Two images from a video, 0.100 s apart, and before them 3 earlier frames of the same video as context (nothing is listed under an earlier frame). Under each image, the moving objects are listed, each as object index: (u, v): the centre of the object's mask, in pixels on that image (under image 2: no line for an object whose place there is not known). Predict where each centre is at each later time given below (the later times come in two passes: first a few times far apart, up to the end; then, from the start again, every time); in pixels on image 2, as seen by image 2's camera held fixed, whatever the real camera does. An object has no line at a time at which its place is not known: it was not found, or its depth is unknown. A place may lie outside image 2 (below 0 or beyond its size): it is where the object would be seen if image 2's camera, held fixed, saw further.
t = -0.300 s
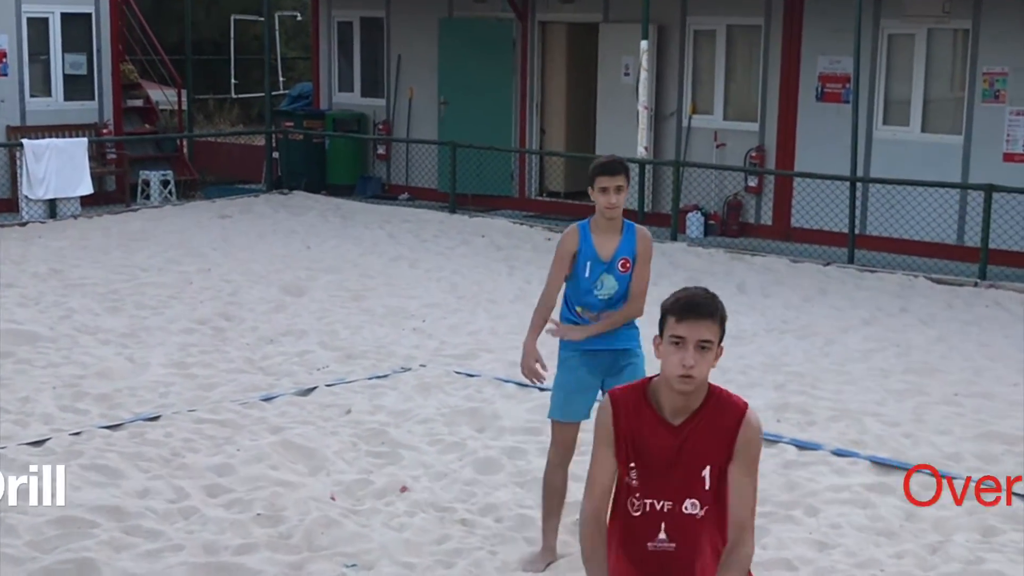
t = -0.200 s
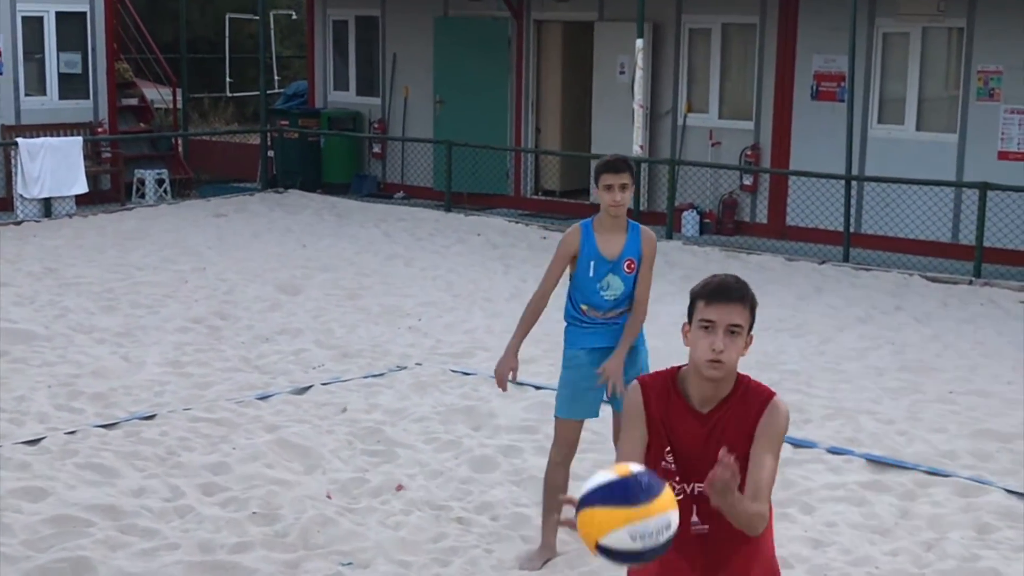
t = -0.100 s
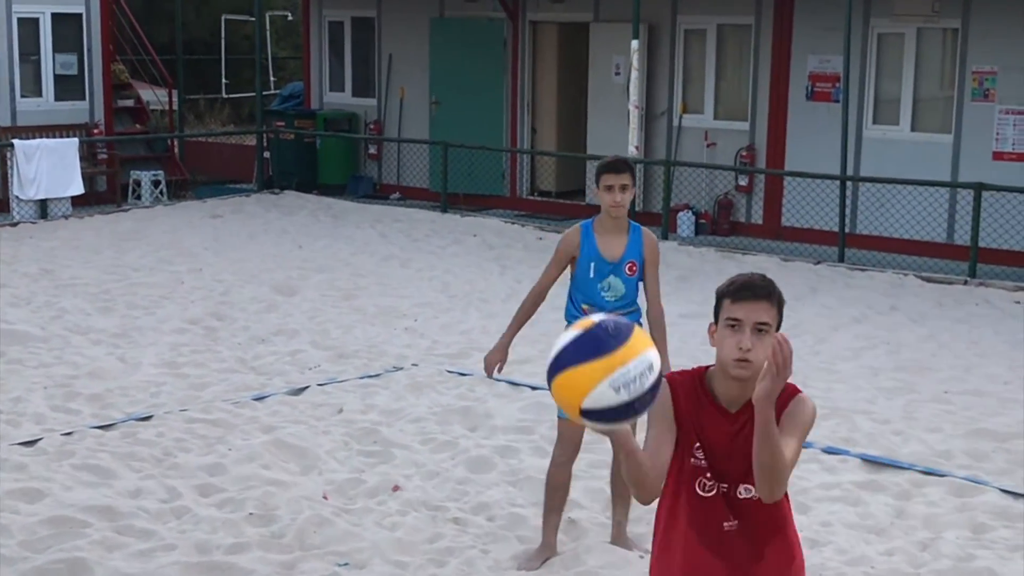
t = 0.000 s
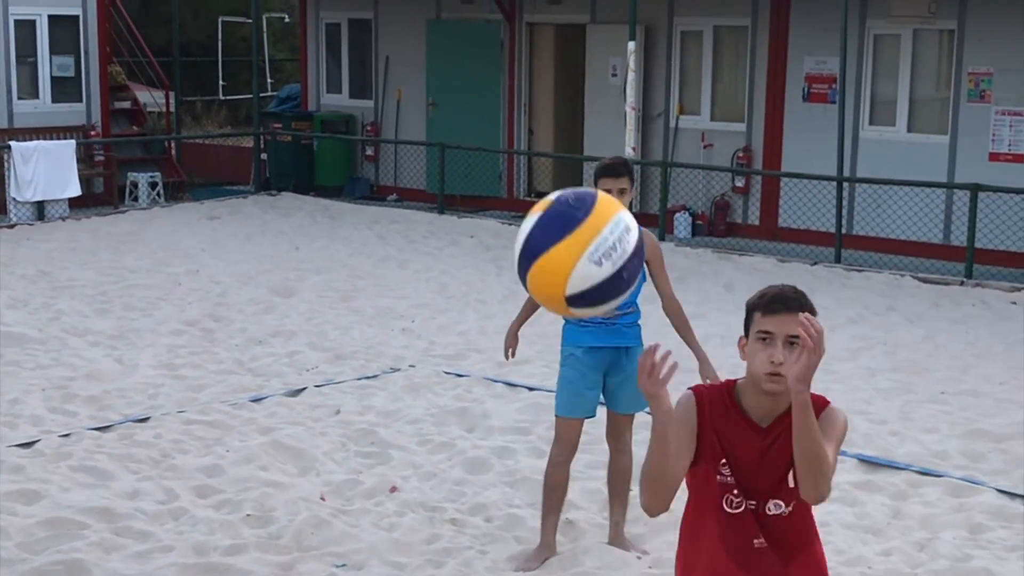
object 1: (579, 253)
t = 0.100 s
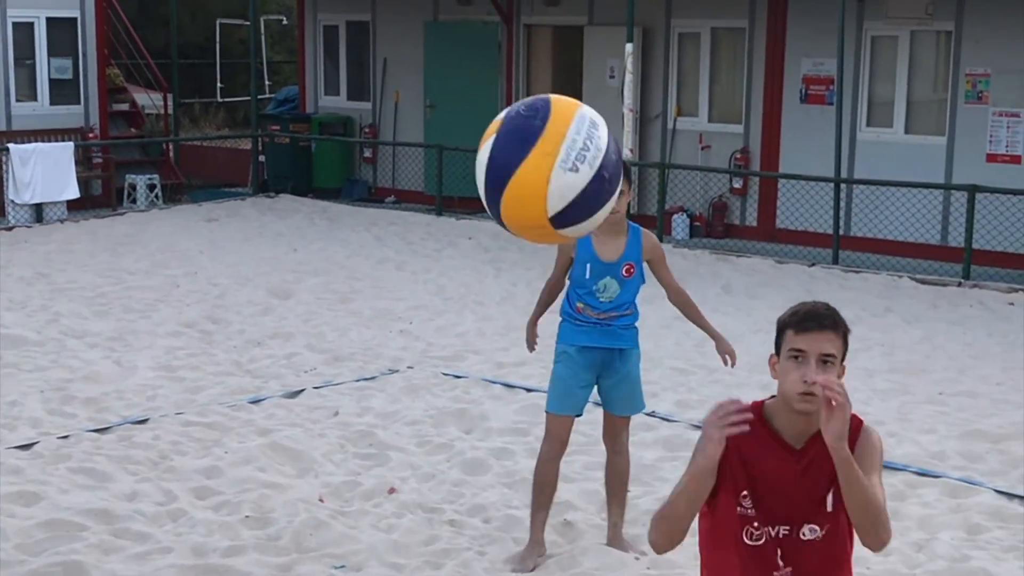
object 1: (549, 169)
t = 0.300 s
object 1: (458, 185)
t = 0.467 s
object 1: (324, 514)
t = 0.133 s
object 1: (537, 152)
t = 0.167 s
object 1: (525, 141)
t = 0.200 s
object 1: (511, 138)
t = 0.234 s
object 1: (495, 143)
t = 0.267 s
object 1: (477, 158)
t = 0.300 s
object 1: (458, 185)
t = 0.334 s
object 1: (436, 226)
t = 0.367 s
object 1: (412, 282)
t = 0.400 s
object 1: (385, 355)
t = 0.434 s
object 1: (355, 450)
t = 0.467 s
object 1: (324, 514)
